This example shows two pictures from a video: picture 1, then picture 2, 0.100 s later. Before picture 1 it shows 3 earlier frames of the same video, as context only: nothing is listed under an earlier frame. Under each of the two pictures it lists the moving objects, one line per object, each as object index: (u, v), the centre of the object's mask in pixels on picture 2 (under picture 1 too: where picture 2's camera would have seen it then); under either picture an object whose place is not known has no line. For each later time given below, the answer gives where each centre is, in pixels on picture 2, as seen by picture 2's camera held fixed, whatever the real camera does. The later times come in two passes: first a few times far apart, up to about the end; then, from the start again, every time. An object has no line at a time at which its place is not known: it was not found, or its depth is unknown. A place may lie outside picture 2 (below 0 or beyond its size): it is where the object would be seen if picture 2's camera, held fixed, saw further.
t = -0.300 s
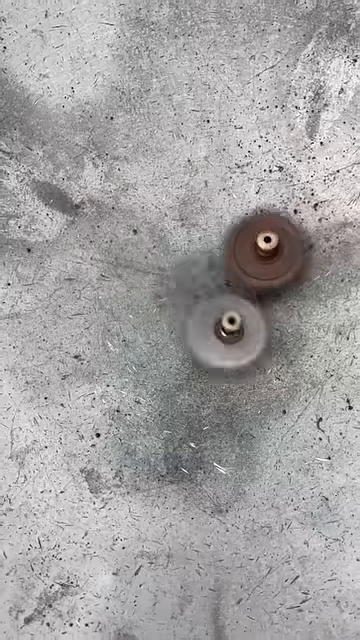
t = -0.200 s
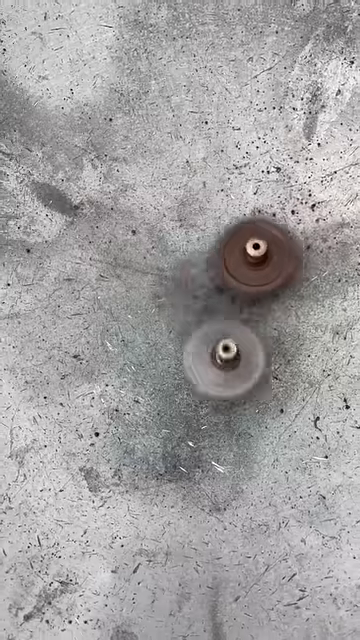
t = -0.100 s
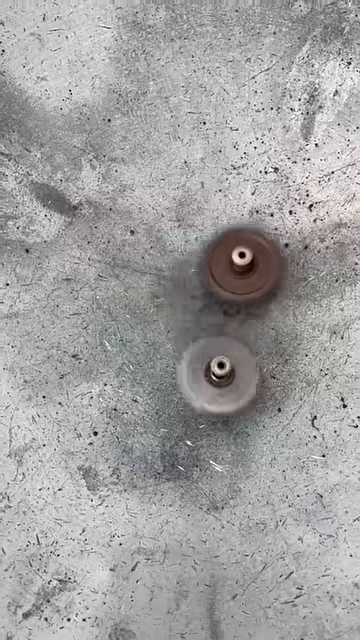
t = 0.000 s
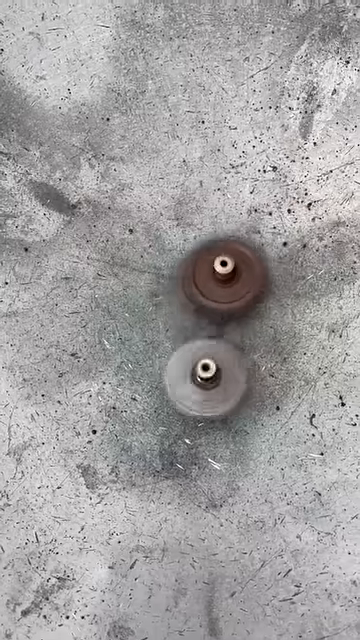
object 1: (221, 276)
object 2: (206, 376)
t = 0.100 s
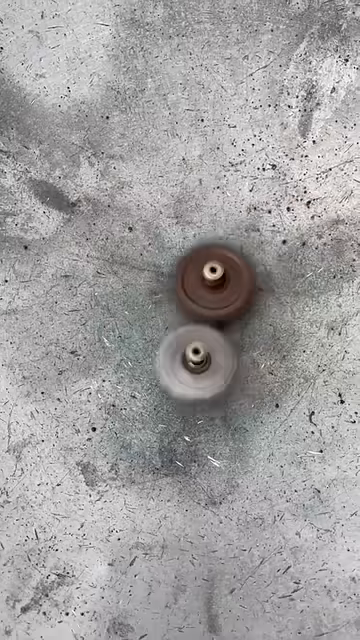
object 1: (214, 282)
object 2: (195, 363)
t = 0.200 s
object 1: (197, 267)
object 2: (194, 380)
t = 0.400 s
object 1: (170, 273)
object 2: (190, 363)
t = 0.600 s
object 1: (170, 250)
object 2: (191, 341)
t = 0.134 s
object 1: (209, 274)
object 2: (195, 373)
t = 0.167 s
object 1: (202, 271)
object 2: (194, 376)
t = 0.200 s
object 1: (197, 267)
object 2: (194, 380)
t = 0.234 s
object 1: (189, 267)
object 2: (193, 380)
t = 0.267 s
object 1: (184, 268)
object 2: (193, 379)
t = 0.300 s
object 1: (180, 270)
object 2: (191, 375)
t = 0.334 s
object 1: (175, 272)
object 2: (192, 370)
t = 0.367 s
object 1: (171, 274)
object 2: (191, 364)
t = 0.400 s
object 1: (170, 273)
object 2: (190, 363)
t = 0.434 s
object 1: (174, 267)
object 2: (182, 366)
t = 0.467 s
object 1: (175, 265)
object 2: (178, 364)
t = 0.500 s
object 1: (176, 262)
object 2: (173, 359)
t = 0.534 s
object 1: (177, 257)
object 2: (173, 352)
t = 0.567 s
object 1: (177, 256)
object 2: (177, 343)
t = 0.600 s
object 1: (170, 250)
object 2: (191, 341)
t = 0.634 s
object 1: (163, 244)
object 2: (207, 346)
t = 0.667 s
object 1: (158, 240)
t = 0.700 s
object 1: (152, 240)
